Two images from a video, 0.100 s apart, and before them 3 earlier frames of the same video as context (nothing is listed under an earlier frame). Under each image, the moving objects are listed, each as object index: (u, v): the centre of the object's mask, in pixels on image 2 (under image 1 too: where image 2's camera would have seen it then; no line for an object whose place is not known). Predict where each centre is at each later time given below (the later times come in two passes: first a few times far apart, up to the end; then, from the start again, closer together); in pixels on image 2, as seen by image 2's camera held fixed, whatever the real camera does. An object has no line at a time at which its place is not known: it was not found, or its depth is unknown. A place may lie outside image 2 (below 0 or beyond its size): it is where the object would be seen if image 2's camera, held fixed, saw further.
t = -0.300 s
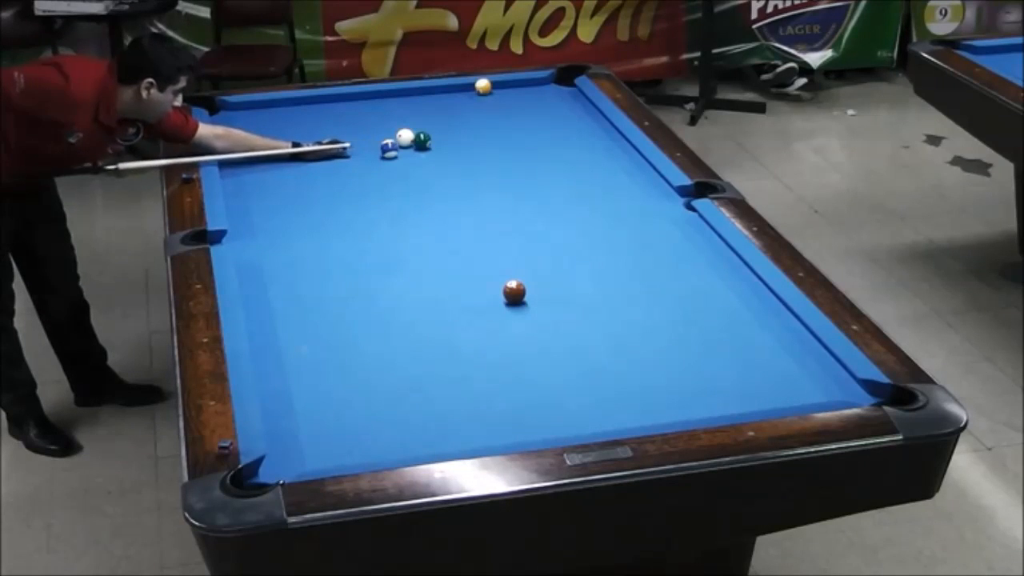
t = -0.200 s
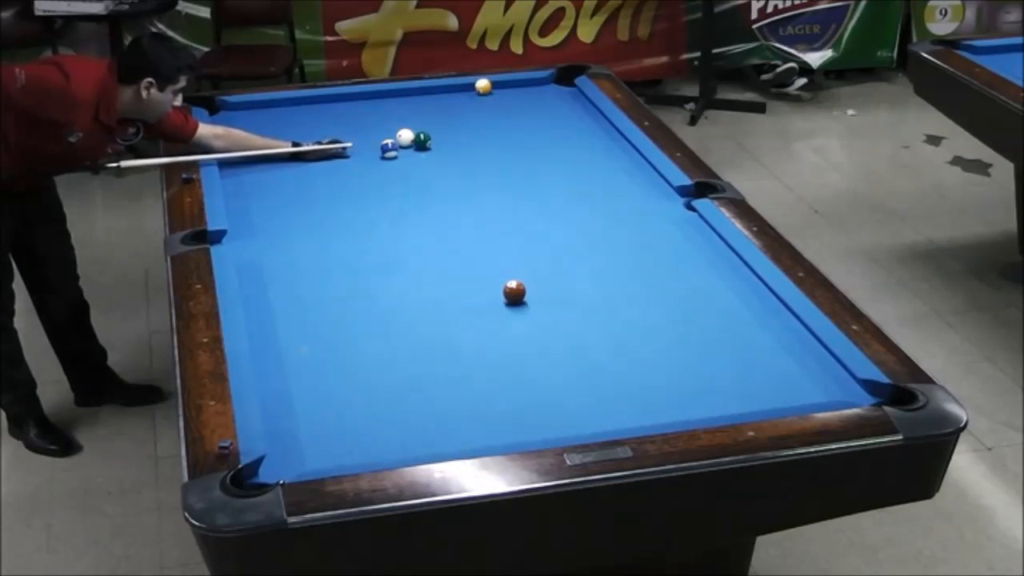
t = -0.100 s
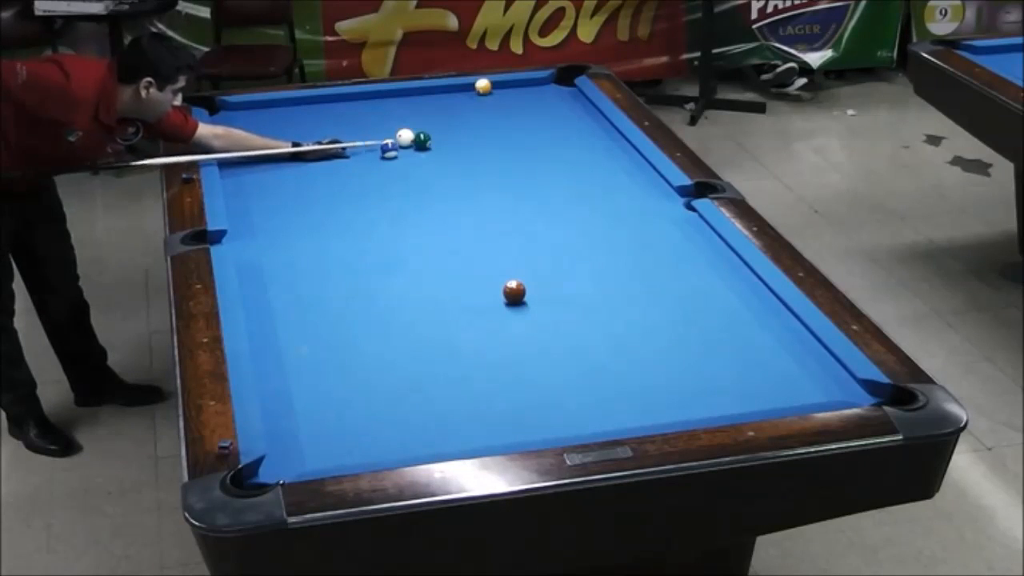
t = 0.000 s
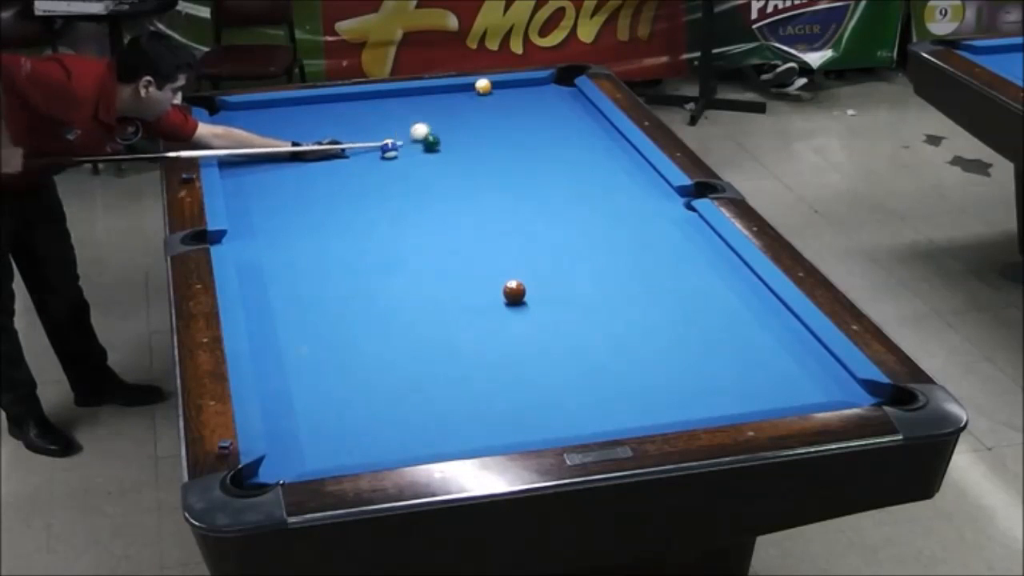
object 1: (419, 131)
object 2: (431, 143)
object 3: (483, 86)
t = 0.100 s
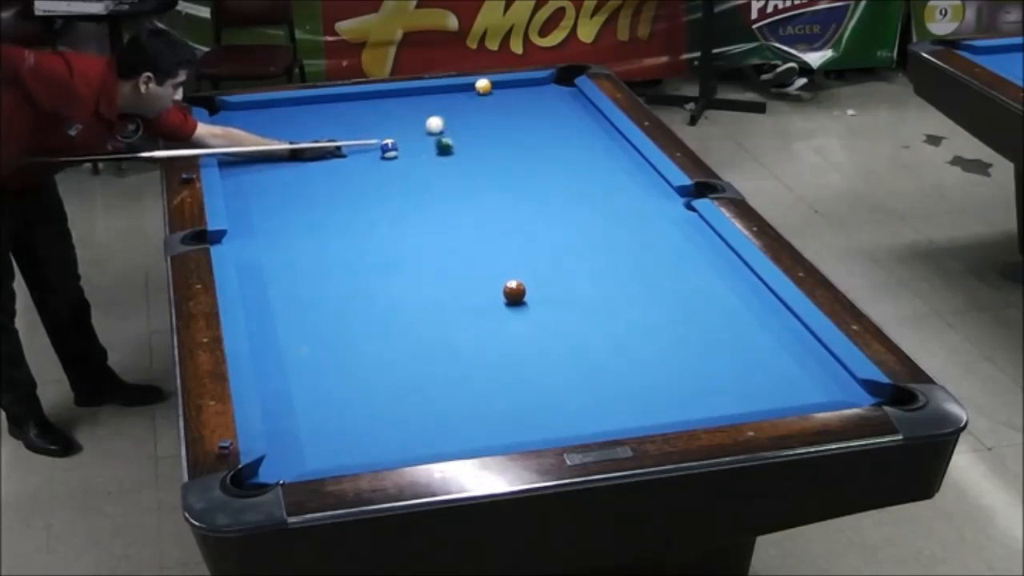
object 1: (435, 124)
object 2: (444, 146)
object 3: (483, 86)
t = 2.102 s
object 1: (485, 92)
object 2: (657, 192)
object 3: (536, 84)
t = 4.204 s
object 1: (485, 92)
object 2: (628, 217)
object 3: (556, 82)
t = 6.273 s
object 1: (485, 92)
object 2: (627, 217)
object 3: (556, 82)
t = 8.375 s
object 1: (485, 92)
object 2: (627, 217)
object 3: (556, 82)
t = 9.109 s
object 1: (485, 92)
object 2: (627, 217)
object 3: (556, 82)
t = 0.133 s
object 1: (438, 123)
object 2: (448, 146)
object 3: (483, 86)
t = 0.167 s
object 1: (440, 121)
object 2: (453, 147)
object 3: (483, 86)
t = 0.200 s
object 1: (442, 120)
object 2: (458, 148)
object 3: (483, 86)
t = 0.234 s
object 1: (444, 118)
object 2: (462, 149)
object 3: (483, 86)
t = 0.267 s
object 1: (446, 117)
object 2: (467, 149)
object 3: (483, 86)
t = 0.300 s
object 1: (448, 115)
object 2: (471, 151)
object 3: (483, 86)
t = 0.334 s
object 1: (450, 113)
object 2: (475, 152)
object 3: (483, 86)
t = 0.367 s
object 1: (452, 112)
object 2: (480, 152)
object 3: (483, 86)
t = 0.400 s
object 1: (454, 110)
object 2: (484, 153)
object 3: (483, 86)
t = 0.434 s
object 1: (456, 109)
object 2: (489, 154)
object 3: (483, 86)
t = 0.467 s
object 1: (458, 108)
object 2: (493, 155)
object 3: (483, 86)
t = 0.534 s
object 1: (462, 105)
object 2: (502, 157)
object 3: (483, 86)
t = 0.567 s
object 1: (463, 103)
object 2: (506, 157)
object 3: (483, 86)
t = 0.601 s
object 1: (465, 102)
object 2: (510, 158)
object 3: (483, 86)
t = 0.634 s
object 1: (467, 101)
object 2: (515, 160)
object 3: (483, 86)
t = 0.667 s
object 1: (469, 99)
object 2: (519, 160)
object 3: (483, 86)
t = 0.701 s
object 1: (471, 98)
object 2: (523, 161)
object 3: (483, 85)
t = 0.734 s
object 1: (472, 97)
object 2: (528, 162)
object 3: (484, 85)
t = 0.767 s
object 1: (474, 96)
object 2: (532, 162)
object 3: (484, 85)
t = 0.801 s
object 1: (476, 95)
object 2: (536, 163)
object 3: (484, 85)
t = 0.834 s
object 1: (477, 94)
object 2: (540, 165)
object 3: (484, 84)
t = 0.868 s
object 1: (479, 93)
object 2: (544, 165)
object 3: (484, 84)
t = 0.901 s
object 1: (480, 93)
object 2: (548, 166)
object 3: (484, 83)
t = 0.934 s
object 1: (481, 92)
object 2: (553, 166)
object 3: (486, 82)
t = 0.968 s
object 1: (482, 91)
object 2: (557, 167)
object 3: (487, 82)
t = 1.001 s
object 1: (482, 91)
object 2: (561, 168)
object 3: (489, 83)
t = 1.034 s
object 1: (482, 91)
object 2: (565, 169)
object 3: (491, 83)
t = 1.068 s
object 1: (483, 91)
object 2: (569, 170)
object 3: (493, 84)
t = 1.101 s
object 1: (483, 91)
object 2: (573, 170)
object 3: (494, 84)
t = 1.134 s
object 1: (483, 91)
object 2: (577, 171)
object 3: (496, 84)
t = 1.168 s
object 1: (483, 91)
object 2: (582, 172)
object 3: (497, 85)
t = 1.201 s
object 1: (484, 92)
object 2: (586, 173)
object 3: (498, 85)
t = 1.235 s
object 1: (484, 92)
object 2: (590, 173)
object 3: (500, 85)
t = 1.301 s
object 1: (485, 92)
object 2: (598, 175)
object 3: (503, 85)
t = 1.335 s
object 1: (485, 92)
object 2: (602, 176)
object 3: (505, 85)
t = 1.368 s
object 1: (485, 92)
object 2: (606, 176)
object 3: (507, 85)
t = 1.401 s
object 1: (485, 92)
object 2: (610, 177)
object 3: (508, 85)
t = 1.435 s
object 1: (485, 92)
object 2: (614, 178)
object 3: (510, 85)
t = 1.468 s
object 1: (485, 92)
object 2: (618, 179)
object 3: (511, 85)
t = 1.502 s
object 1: (485, 92)
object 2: (622, 180)
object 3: (513, 85)
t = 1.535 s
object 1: (485, 92)
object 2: (625, 181)
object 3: (514, 84)
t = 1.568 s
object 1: (485, 92)
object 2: (629, 181)
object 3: (516, 85)
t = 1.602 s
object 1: (485, 92)
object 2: (633, 182)
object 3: (517, 84)
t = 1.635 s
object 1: (485, 92)
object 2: (637, 183)
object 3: (518, 84)
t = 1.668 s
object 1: (485, 92)
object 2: (642, 183)
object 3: (520, 84)
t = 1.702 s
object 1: (485, 92)
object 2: (645, 184)
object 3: (521, 84)
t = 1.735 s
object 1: (485, 92)
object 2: (649, 186)
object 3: (523, 84)
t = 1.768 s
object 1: (485, 92)
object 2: (652, 186)
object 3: (524, 84)
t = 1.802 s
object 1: (485, 92)
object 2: (656, 186)
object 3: (525, 84)
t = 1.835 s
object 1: (485, 92)
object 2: (660, 188)
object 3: (526, 84)
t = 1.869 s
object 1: (485, 92)
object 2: (663, 188)
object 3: (528, 84)
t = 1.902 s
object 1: (485, 92)
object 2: (662, 188)
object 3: (529, 84)
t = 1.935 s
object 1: (485, 92)
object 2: (662, 189)
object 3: (530, 84)
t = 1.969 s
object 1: (485, 92)
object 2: (661, 190)
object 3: (531, 84)
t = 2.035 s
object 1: (485, 92)
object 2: (659, 191)
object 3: (533, 84)
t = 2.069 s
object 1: (485, 92)
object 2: (658, 192)
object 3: (534, 84)
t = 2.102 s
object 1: (485, 92)
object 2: (657, 192)
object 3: (536, 84)
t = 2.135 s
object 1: (485, 92)
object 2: (656, 193)
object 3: (537, 84)
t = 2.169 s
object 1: (485, 92)
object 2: (655, 194)
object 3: (537, 84)
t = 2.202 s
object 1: (485, 92)
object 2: (654, 194)
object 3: (538, 84)
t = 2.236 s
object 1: (485, 92)
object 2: (653, 195)
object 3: (539, 84)
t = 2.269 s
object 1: (485, 92)
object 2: (653, 196)
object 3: (540, 84)
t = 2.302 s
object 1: (485, 92)
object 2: (652, 197)
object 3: (541, 84)
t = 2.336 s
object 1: (485, 92)
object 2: (651, 197)
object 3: (542, 84)
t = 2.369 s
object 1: (485, 92)
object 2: (650, 198)
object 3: (543, 84)
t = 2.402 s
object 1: (485, 92)
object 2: (649, 198)
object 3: (544, 83)
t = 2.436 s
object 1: (485, 92)
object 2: (648, 199)
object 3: (544, 83)
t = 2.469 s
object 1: (485, 92)
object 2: (648, 200)
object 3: (545, 83)
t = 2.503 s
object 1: (485, 92)
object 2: (647, 200)
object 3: (546, 84)
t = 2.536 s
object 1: (485, 92)
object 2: (646, 201)
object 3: (547, 83)
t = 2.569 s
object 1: (485, 92)
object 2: (645, 201)
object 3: (547, 83)
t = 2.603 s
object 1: (485, 92)
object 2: (645, 202)
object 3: (548, 83)
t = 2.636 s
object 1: (485, 92)
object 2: (644, 202)
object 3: (548, 83)
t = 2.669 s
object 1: (485, 92)
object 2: (643, 203)
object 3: (549, 83)
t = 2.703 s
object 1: (485, 92)
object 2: (642, 203)
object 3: (550, 83)
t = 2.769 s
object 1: (485, 92)
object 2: (641, 204)
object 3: (551, 83)
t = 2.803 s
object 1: (485, 92)
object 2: (640, 205)
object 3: (552, 83)
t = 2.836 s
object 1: (485, 92)
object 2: (640, 205)
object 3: (552, 83)
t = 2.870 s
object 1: (485, 92)
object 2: (639, 206)
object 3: (552, 83)
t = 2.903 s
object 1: (485, 92)
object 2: (639, 207)
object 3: (553, 83)
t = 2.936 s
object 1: (485, 92)
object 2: (638, 207)
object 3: (553, 83)
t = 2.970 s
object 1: (485, 92)
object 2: (637, 207)
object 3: (554, 83)
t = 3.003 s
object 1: (485, 92)
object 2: (637, 208)
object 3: (554, 82)
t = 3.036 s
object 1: (485, 92)
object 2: (636, 208)
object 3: (554, 83)
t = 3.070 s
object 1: (485, 92)
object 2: (636, 209)
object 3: (555, 82)
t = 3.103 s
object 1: (485, 92)
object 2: (636, 209)
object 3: (555, 83)
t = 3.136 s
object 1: (485, 92)
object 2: (635, 210)
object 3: (555, 83)
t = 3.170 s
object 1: (485, 92)
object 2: (634, 210)
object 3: (555, 82)
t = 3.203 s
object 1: (485, 92)
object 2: (634, 210)
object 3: (556, 82)
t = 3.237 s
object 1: (485, 92)
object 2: (634, 211)
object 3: (556, 82)
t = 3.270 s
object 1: (485, 92)
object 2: (633, 211)
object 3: (556, 82)
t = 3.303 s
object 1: (485, 92)
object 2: (633, 211)
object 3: (556, 82)
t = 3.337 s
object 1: (485, 92)
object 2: (633, 212)
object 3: (556, 82)
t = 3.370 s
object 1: (485, 92)
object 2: (632, 212)
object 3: (556, 82)
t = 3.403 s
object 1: (485, 92)
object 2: (632, 212)
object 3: (556, 82)
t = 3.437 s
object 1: (485, 92)
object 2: (632, 212)
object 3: (556, 82)
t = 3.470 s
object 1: (485, 92)
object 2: (631, 213)
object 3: (556, 82)
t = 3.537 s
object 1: (485, 92)
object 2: (631, 213)
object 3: (557, 82)
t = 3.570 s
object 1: (485, 92)
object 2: (631, 214)
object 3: (557, 82)
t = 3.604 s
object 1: (485, 92)
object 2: (631, 214)
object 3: (557, 82)
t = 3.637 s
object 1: (485, 92)
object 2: (630, 214)
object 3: (557, 82)
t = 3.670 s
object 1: (485, 92)
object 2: (630, 214)
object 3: (557, 82)
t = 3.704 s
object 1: (485, 92)
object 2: (630, 214)
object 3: (557, 82)
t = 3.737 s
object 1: (485, 92)
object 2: (630, 215)
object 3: (556, 82)
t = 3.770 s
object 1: (485, 92)
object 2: (630, 215)
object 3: (556, 82)
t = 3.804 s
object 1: (485, 92)
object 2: (630, 215)
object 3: (556, 82)
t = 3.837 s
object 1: (485, 92)
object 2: (630, 215)
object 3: (557, 82)
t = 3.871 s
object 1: (485, 92)
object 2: (629, 216)
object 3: (557, 82)
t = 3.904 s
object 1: (485, 92)
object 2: (629, 216)
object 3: (556, 82)
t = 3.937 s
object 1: (485, 92)
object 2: (629, 216)
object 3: (556, 82)
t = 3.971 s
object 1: (485, 92)
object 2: (629, 216)
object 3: (556, 82)
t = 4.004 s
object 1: (485, 92)
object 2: (629, 216)
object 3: (556, 82)
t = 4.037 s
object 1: (485, 92)
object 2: (629, 216)
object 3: (557, 82)
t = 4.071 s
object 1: (485, 92)
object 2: (628, 216)
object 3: (557, 82)
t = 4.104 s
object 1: (485, 92)
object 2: (628, 217)
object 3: (556, 82)
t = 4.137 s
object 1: (485, 92)
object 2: (628, 216)
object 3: (556, 82)
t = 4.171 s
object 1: (485, 92)
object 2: (628, 217)
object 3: (557, 82)
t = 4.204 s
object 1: (485, 92)
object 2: (628, 217)
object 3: (556, 82)
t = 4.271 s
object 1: (485, 92)
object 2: (627, 217)
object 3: (556, 82)
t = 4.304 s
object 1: (485, 92)
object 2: (627, 217)
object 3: (556, 82)
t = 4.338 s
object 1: (485, 92)
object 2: (627, 217)
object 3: (556, 82)
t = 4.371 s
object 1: (485, 92)
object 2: (627, 217)
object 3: (556, 82)
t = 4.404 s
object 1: (485, 92)
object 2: (627, 217)
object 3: (556, 82)
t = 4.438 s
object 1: (485, 92)
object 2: (627, 217)
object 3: (557, 82)
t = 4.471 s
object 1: (485, 92)
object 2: (627, 217)
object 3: (556, 82)
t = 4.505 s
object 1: (485, 92)
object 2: (627, 217)
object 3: (556, 82)
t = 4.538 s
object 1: (485, 92)
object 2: (627, 217)
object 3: (556, 82)
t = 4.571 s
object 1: (485, 92)
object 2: (627, 217)
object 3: (556, 82)
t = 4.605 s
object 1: (485, 92)
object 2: (627, 217)
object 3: (556, 82)
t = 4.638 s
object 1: (485, 92)
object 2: (627, 217)
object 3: (556, 82)
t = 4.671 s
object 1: (485, 92)
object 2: (627, 217)
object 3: (556, 82)
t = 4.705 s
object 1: (485, 92)
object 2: (627, 217)
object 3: (556, 82)
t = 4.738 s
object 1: (485, 92)
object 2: (627, 217)
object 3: (556, 82)
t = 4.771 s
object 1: (485, 92)
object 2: (627, 217)
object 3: (556, 82)
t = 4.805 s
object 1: (485, 92)
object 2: (627, 216)
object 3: (556, 82)
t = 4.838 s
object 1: (485, 92)
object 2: (627, 217)
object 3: (556, 82)
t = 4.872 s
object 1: (485, 92)
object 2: (627, 217)
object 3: (556, 82)
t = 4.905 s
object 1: (485, 92)
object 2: (627, 217)
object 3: (556, 82)
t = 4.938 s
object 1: (485, 92)
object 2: (627, 217)
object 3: (556, 82)
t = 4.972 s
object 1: (485, 92)
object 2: (627, 217)
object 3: (556, 82)
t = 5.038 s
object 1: (485, 92)
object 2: (627, 217)
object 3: (556, 82)
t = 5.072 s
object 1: (485, 92)
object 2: (627, 217)
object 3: (556, 82)
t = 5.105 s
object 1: (485, 92)
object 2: (627, 217)
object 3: (556, 82)
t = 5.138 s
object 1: (485, 92)
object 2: (627, 217)
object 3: (556, 82)
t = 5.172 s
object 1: (485, 92)
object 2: (627, 217)
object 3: (556, 82)
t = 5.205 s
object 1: (485, 92)
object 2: (627, 217)
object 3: (556, 82)
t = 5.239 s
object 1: (485, 92)
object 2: (627, 217)
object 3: (556, 82)
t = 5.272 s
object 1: (485, 92)
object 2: (627, 217)
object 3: (556, 82)
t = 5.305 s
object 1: (485, 92)
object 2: (627, 217)
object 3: (556, 82)
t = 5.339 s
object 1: (485, 92)
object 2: (627, 217)
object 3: (556, 82)
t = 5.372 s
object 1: (485, 92)
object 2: (627, 217)
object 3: (556, 82)
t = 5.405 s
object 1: (485, 92)
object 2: (627, 217)
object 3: (556, 82)
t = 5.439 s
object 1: (485, 92)
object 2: (627, 217)
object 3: (556, 82)
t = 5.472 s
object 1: (485, 92)
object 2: (627, 217)
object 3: (556, 82)
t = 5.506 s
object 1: (485, 92)
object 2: (627, 217)
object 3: (556, 82)
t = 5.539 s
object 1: (485, 92)
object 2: (627, 217)
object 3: (556, 82)
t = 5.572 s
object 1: (485, 92)
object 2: (627, 217)
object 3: (556, 82)
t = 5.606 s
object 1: (485, 92)
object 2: (627, 217)
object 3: (556, 82)
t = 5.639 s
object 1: (485, 92)
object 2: (627, 217)
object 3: (556, 82)
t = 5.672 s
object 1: (485, 92)
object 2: (627, 217)
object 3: (556, 82)
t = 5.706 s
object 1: (485, 92)
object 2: (627, 216)
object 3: (556, 82)
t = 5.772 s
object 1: (485, 92)
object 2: (627, 217)
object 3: (556, 82)
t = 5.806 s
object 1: (485, 92)
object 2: (627, 217)
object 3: (556, 82)
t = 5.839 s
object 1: (485, 92)
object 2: (627, 217)
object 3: (556, 82)
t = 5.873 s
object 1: (485, 92)
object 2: (627, 217)
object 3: (556, 82)
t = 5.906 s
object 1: (485, 92)
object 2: (627, 217)
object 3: (556, 82)
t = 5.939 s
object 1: (485, 92)
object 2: (627, 216)
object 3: (556, 82)
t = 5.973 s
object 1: (485, 92)
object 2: (627, 216)
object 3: (556, 82)
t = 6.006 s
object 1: (485, 92)
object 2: (627, 217)
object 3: (556, 82)
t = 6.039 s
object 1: (485, 92)
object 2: (627, 217)
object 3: (556, 82)
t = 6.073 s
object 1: (485, 92)
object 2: (627, 217)
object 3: (556, 82)
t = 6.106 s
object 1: (485, 92)
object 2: (627, 217)
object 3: (556, 82)
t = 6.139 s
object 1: (485, 92)
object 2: (627, 217)
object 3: (556, 82)
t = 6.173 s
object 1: (485, 92)
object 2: (627, 217)
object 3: (556, 82)
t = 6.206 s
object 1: (485, 92)
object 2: (627, 216)
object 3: (556, 82)
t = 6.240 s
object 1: (485, 92)
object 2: (627, 216)
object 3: (556, 82)
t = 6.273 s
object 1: (485, 92)
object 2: (627, 217)
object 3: (556, 82)
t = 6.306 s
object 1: (485, 92)
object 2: (627, 217)
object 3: (556, 82)
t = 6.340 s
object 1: (485, 92)
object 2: (627, 217)
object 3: (556, 82)
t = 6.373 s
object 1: (485, 92)
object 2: (627, 217)
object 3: (556, 82)
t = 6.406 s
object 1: (485, 92)
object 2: (628, 216)
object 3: (556, 82)
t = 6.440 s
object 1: (485, 92)
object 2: (627, 217)
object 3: (556, 82)
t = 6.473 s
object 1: (485, 92)
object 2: (627, 217)
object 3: (556, 82)
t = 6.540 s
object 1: (485, 92)
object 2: (627, 217)
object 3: (556, 82)
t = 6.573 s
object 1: (485, 92)
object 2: (627, 217)
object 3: (556, 82)
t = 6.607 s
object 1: (485, 92)
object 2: (628, 216)
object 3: (556, 82)
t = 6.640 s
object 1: (485, 92)
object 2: (627, 217)
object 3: (556, 82)
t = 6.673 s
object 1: (485, 92)
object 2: (627, 216)
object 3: (556, 82)
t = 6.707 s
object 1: (485, 92)
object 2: (627, 217)
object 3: (556, 82)
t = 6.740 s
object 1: (485, 92)
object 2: (627, 217)
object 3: (556, 82)
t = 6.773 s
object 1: (485, 92)
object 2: (627, 217)
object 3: (556, 82)
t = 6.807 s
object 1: (485, 92)
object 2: (627, 217)
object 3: (556, 82)
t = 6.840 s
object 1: (485, 92)
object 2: (627, 217)
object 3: (556, 82)
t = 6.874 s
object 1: (485, 92)
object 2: (627, 217)
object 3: (556, 82)
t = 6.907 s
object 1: (485, 92)
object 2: (627, 216)
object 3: (556, 82)
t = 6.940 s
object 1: (485, 92)
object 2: (627, 217)
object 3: (556, 82)
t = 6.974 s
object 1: (485, 92)
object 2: (627, 217)
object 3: (556, 82)
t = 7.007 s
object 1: (485, 92)
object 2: (627, 217)
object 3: (556, 82)
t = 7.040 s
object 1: (485, 92)
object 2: (627, 217)
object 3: (556, 82)
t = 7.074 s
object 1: (485, 92)
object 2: (627, 217)
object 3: (556, 82)
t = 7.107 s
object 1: (485, 92)
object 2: (627, 217)
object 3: (556, 82)
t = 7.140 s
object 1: (485, 92)
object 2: (627, 217)
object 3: (556, 82)
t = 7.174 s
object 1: (485, 92)
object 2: (627, 217)
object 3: (556, 82)
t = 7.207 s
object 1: (485, 92)
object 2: (627, 217)
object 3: (556, 82)
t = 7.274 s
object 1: (485, 92)
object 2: (627, 217)
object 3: (556, 82)
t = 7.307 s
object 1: (485, 92)
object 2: (627, 217)
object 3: (556, 82)
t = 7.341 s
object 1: (485, 92)
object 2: (627, 217)
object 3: (556, 82)
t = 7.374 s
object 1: (485, 92)
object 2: (627, 217)
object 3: (556, 82)
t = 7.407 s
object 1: (485, 92)
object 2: (627, 216)
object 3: (556, 82)
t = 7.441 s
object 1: (485, 92)
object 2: (627, 217)
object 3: (556, 82)
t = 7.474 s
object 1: (485, 92)
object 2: (627, 217)
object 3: (556, 82)
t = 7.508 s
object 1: (485, 92)
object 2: (627, 217)
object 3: (556, 82)
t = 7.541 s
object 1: (485, 92)
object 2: (627, 217)
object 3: (556, 82)
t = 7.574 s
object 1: (485, 92)
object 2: (627, 217)
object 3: (556, 82)
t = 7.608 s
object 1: (485, 92)
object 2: (627, 217)
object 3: (556, 82)
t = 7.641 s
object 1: (485, 92)
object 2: (627, 217)
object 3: (556, 82)
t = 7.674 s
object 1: (485, 92)
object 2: (627, 217)
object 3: (556, 82)
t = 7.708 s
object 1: (485, 92)
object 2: (627, 216)
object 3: (556, 82)
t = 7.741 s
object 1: (485, 92)
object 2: (627, 217)
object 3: (556, 82)
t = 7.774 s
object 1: (485, 92)
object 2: (627, 217)
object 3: (556, 82)
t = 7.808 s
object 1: (485, 92)
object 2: (627, 217)
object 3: (556, 82)
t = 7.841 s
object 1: (485, 92)
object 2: (627, 217)
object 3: (556, 82)
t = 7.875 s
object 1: (485, 92)
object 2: (627, 217)
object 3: (556, 82)
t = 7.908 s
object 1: (485, 92)
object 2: (627, 216)
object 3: (557, 82)
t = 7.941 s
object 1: (485, 92)
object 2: (627, 217)
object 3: (557, 82)
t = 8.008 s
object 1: (485, 92)
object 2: (627, 217)
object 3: (557, 82)
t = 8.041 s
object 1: (485, 92)
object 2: (627, 217)
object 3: (556, 82)
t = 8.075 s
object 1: (485, 92)
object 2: (627, 217)
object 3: (557, 82)
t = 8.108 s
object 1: (485, 92)
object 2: (627, 217)
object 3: (556, 82)
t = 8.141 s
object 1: (485, 92)
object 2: (627, 217)
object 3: (557, 82)
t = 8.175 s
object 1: (485, 92)
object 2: (627, 217)
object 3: (557, 82)
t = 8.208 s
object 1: (485, 92)
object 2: (627, 217)
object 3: (557, 82)
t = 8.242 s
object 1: (485, 92)
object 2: (627, 216)
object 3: (557, 82)
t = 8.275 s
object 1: (485, 92)
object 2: (627, 217)
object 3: (557, 82)
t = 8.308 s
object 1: (485, 92)
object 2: (627, 217)
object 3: (557, 82)
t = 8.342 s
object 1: (485, 92)
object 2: (627, 217)
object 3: (557, 82)
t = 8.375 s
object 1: (485, 92)
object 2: (627, 217)
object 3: (556, 82)
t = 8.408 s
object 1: (485, 92)
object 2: (627, 217)
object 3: (556, 82)
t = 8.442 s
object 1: (485, 92)
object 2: (627, 217)
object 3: (556, 82)
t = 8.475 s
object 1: (485, 92)
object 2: (627, 217)
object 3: (556, 82)
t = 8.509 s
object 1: (485, 92)
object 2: (627, 217)
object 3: (556, 82)
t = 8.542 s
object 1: (485, 92)
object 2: (627, 217)
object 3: (556, 82)
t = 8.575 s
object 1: (485, 92)
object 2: (627, 217)
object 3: (556, 82)
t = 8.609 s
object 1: (485, 92)
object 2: (627, 217)
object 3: (556, 82)
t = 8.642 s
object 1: (485, 92)
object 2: (627, 217)
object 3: (556, 82)
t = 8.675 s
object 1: (485, 92)
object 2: (627, 217)
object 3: (556, 82)
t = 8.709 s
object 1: (485, 92)
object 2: (627, 216)
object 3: (556, 82)
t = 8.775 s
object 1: (485, 92)
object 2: (627, 217)
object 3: (556, 82)
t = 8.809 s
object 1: (485, 92)
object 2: (627, 217)
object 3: (556, 82)
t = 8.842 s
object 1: (485, 92)
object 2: (627, 216)
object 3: (556, 82)
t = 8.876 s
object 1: (485, 92)
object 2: (627, 216)
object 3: (556, 82)
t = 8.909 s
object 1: (485, 92)
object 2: (627, 217)
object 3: (556, 82)
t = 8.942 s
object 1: (485, 92)
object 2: (627, 217)
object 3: (556, 82)
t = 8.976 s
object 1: (485, 92)
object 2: (627, 217)
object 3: (556, 82)
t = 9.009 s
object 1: (485, 92)
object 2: (627, 217)
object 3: (556, 82)
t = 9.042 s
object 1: (485, 92)
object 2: (627, 217)
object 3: (556, 82)
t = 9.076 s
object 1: (485, 92)
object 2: (627, 217)
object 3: (556, 82)
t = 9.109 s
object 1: (485, 92)
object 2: (627, 217)
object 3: (556, 82)
